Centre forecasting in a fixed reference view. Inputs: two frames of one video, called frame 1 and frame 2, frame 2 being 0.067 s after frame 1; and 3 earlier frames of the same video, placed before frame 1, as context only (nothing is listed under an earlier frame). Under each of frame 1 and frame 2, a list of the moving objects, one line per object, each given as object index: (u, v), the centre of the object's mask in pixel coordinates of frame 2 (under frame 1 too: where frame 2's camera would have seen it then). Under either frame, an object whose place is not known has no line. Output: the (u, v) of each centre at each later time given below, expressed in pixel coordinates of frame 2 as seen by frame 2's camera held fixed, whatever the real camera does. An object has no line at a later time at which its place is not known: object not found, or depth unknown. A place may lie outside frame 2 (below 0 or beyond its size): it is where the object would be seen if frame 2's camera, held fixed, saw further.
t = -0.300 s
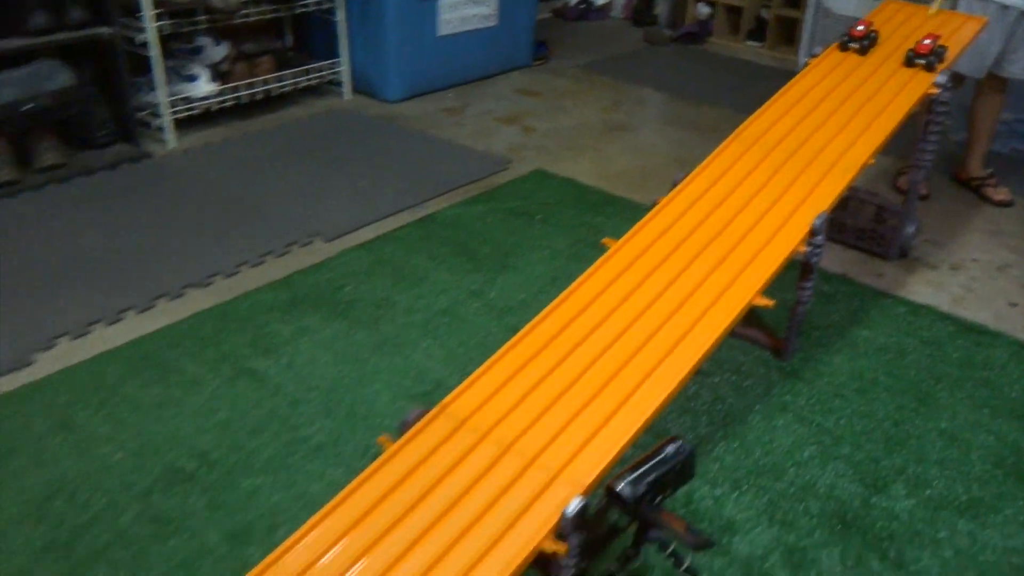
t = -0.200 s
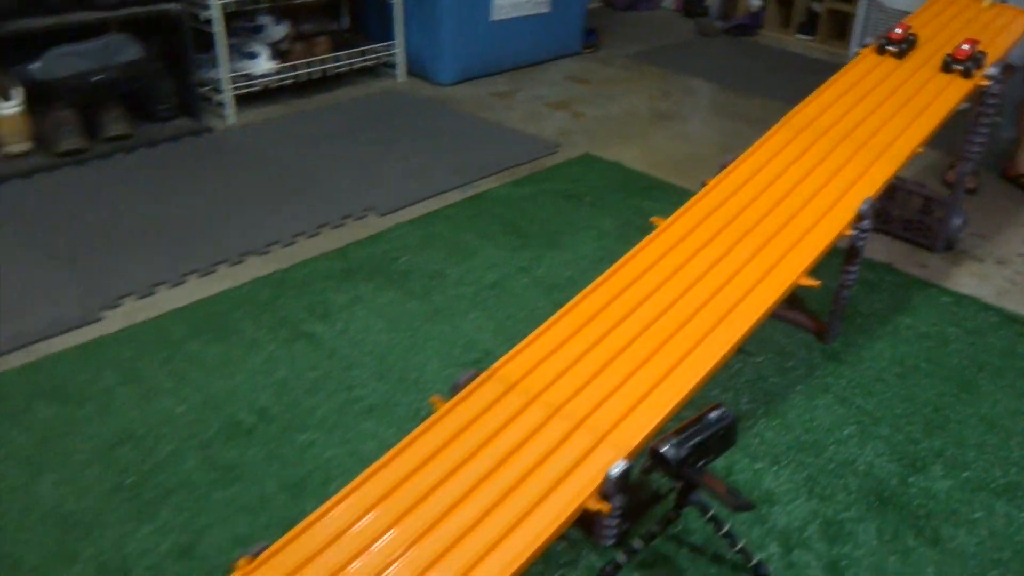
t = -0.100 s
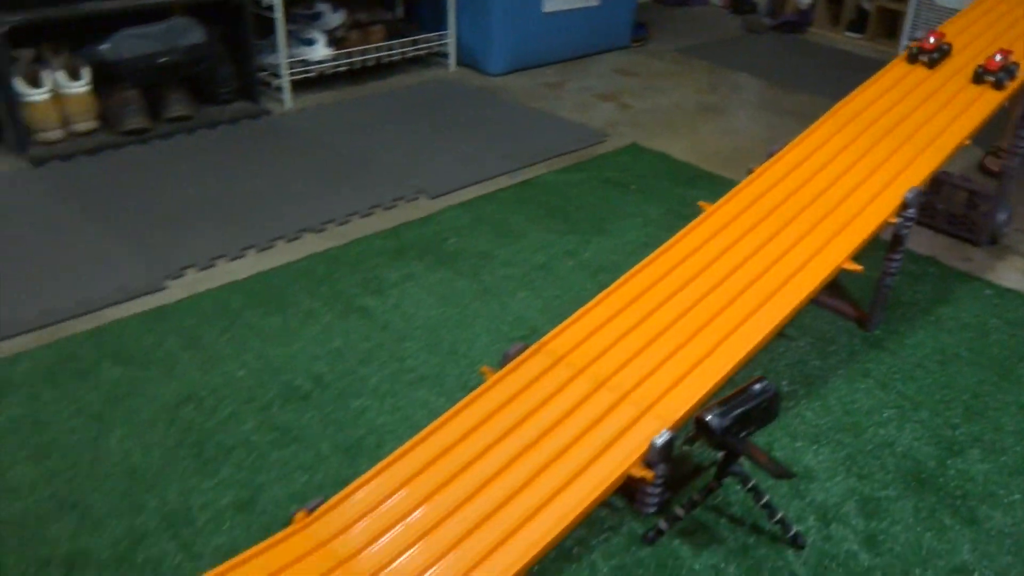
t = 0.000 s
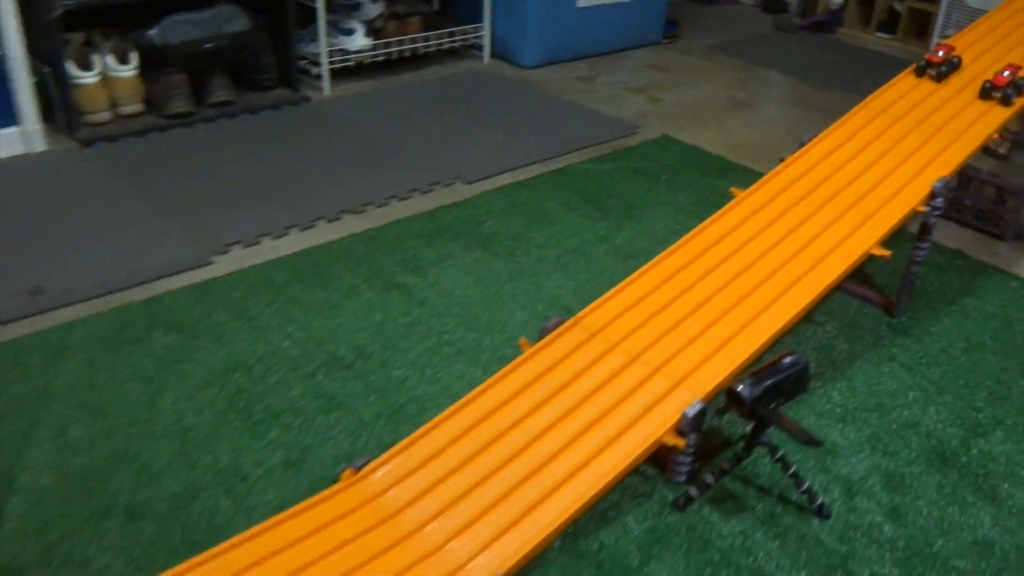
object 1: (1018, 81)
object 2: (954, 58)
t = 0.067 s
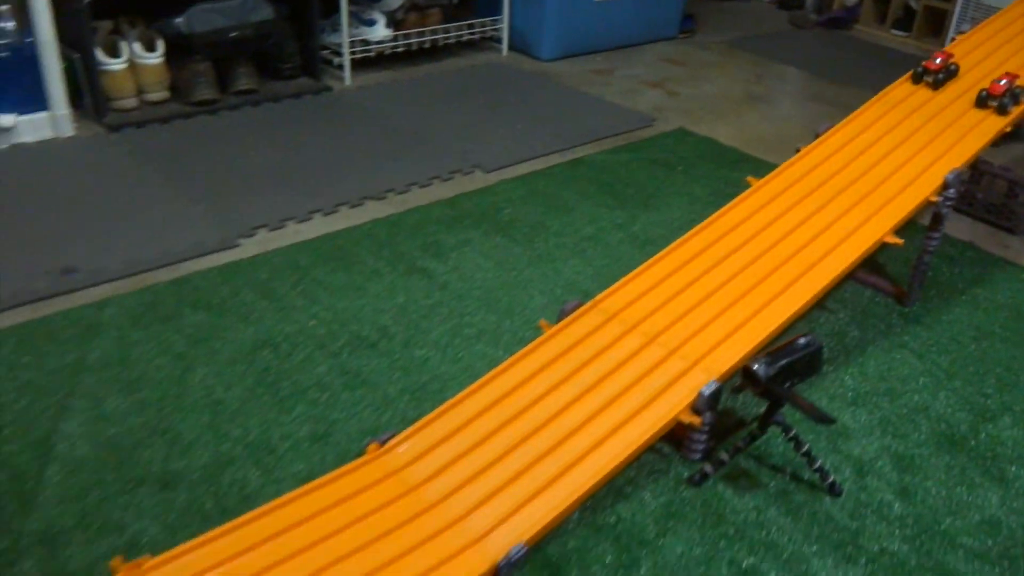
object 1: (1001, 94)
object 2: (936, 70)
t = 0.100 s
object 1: (992, 101)
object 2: (926, 76)
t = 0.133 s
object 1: (982, 109)
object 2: (916, 83)
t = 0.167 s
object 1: (971, 118)
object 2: (905, 91)
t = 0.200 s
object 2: (893, 99)
